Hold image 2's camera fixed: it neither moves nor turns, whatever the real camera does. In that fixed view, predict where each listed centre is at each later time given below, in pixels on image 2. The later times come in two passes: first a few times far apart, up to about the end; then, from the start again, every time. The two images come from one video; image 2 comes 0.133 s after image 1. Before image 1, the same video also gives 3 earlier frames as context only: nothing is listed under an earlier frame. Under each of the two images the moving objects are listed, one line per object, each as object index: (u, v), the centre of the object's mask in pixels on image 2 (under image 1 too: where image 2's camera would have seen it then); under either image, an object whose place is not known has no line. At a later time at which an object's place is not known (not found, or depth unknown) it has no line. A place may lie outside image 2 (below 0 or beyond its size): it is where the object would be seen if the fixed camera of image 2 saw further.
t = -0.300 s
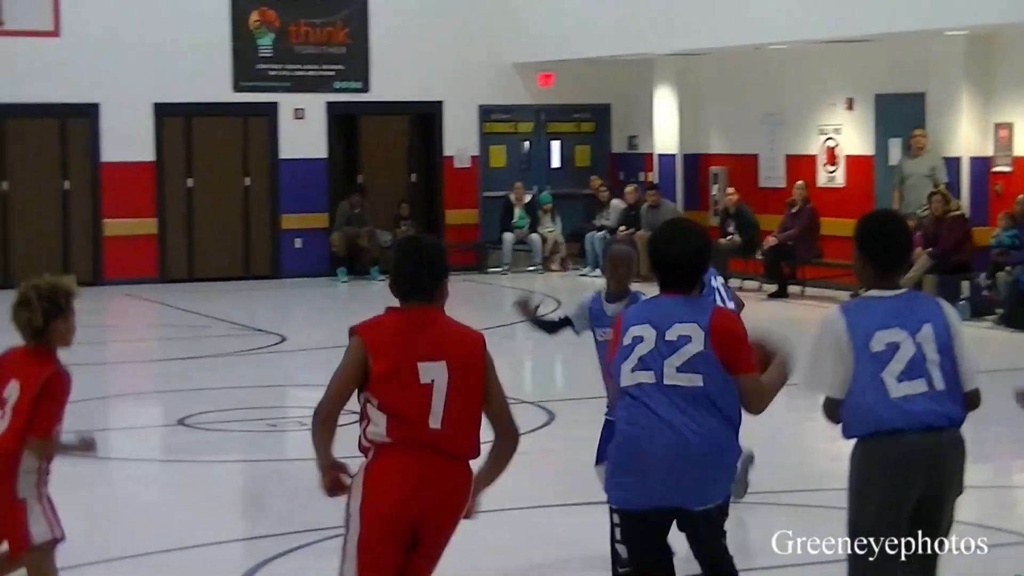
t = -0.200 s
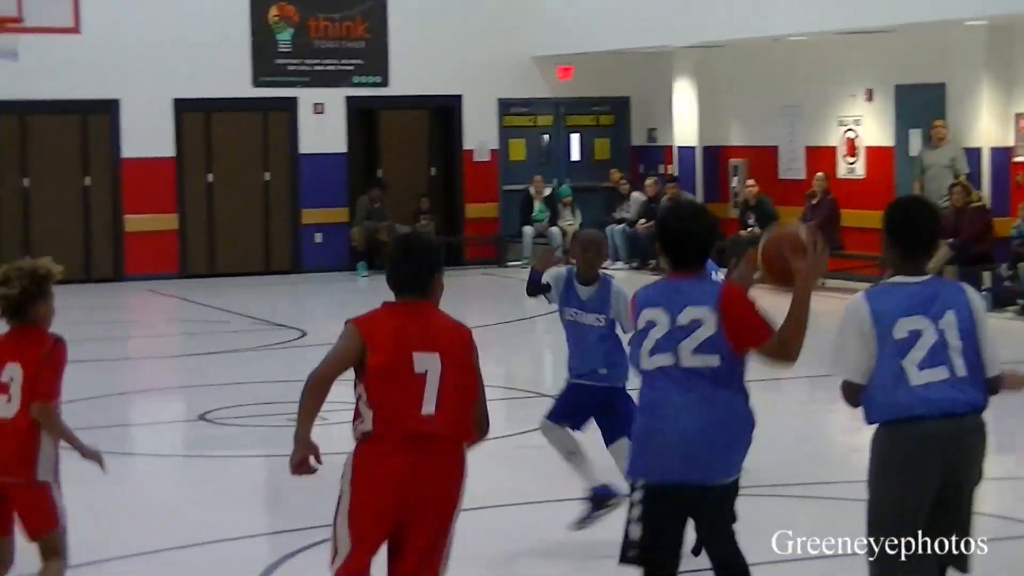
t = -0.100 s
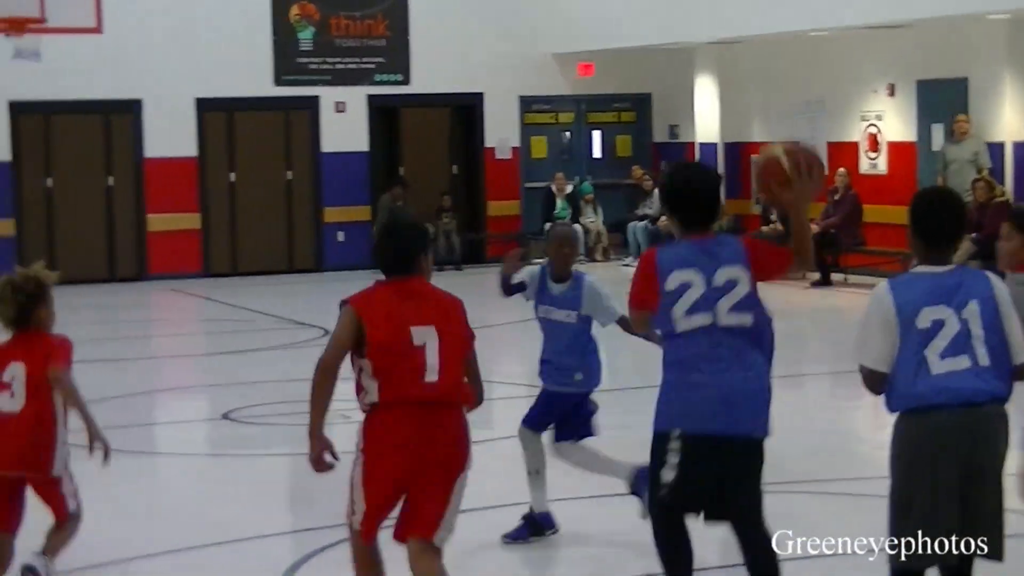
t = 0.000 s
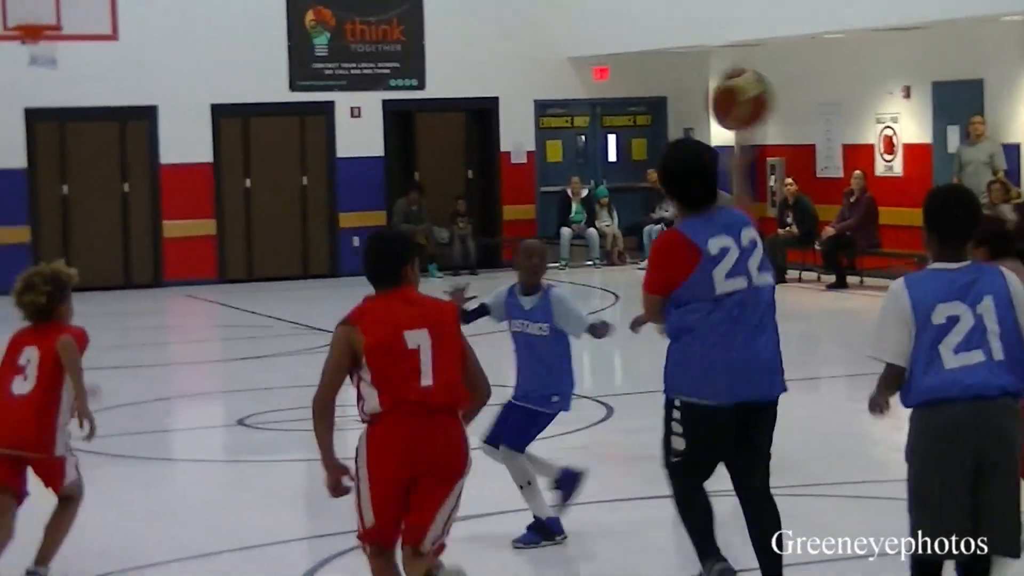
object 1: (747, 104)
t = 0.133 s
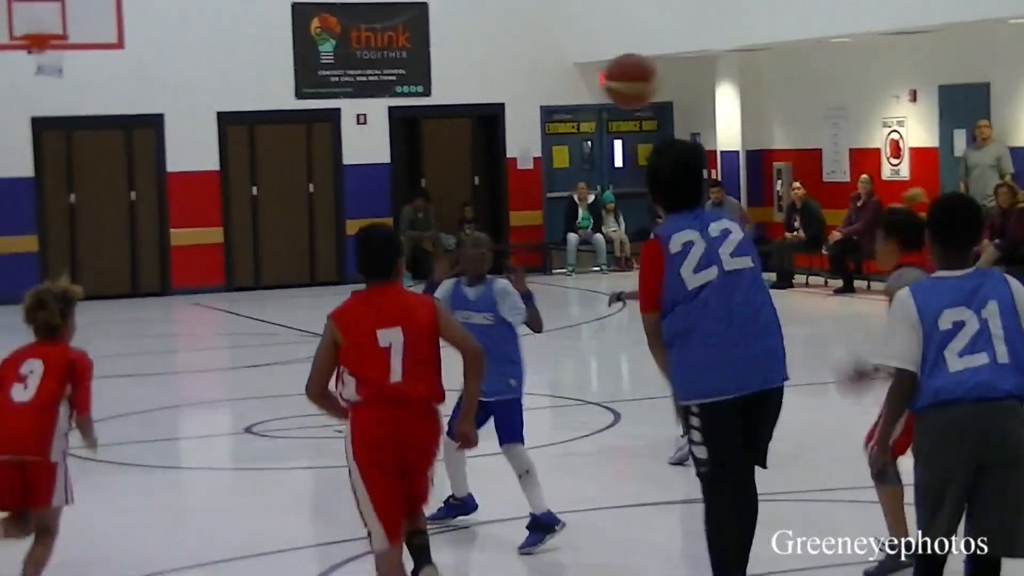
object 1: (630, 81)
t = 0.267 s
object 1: (546, 96)
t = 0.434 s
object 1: (469, 151)
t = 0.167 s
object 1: (608, 81)
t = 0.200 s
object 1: (585, 85)
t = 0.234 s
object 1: (565, 89)
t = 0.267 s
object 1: (546, 96)
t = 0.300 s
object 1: (529, 103)
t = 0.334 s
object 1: (514, 113)
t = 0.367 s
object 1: (498, 126)
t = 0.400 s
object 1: (482, 138)
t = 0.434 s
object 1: (469, 151)
